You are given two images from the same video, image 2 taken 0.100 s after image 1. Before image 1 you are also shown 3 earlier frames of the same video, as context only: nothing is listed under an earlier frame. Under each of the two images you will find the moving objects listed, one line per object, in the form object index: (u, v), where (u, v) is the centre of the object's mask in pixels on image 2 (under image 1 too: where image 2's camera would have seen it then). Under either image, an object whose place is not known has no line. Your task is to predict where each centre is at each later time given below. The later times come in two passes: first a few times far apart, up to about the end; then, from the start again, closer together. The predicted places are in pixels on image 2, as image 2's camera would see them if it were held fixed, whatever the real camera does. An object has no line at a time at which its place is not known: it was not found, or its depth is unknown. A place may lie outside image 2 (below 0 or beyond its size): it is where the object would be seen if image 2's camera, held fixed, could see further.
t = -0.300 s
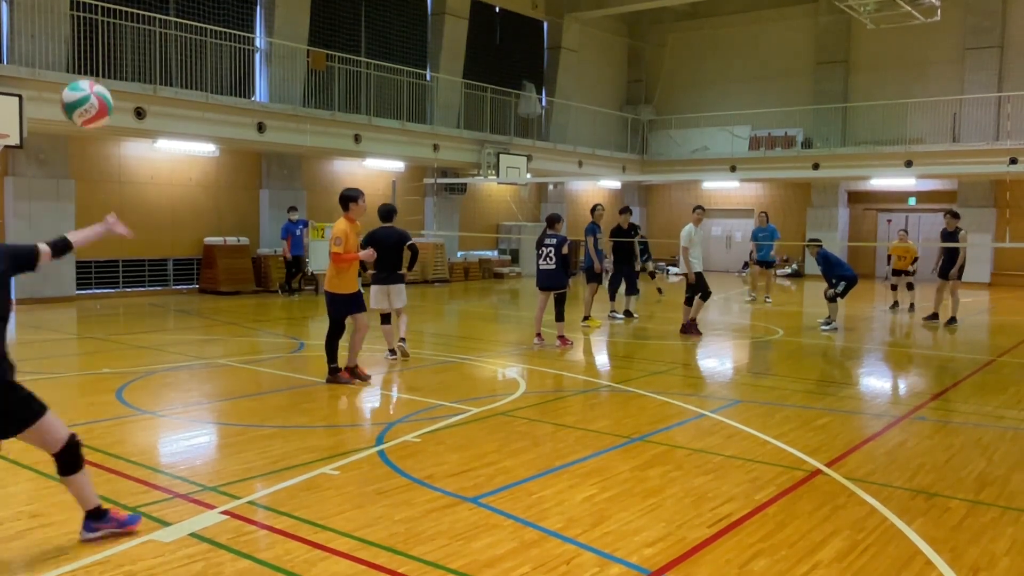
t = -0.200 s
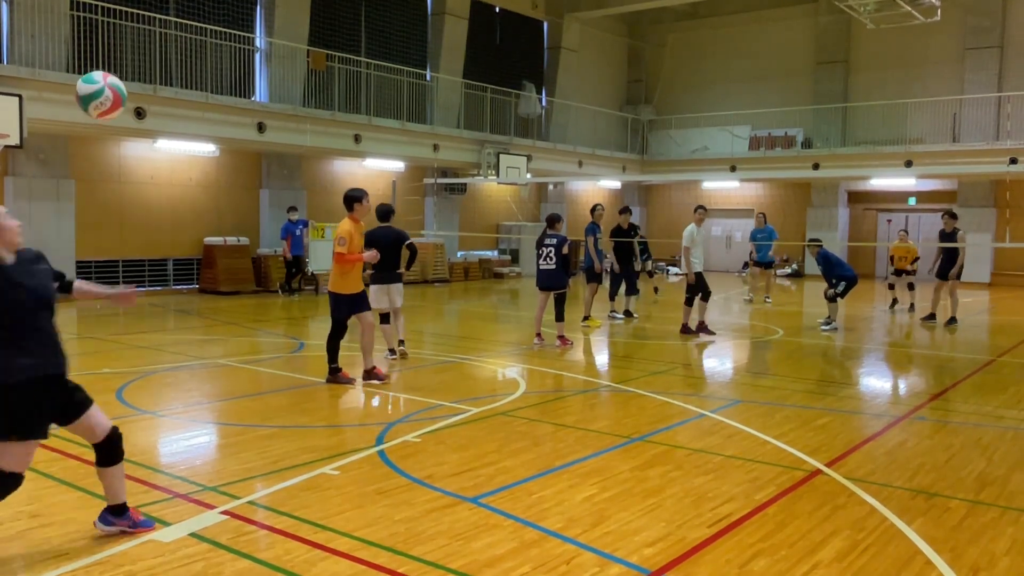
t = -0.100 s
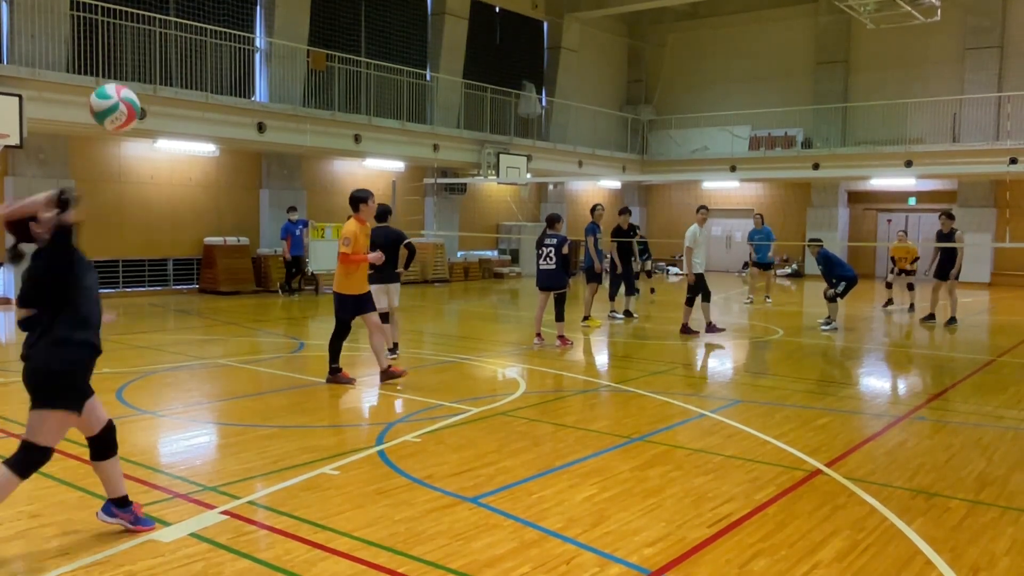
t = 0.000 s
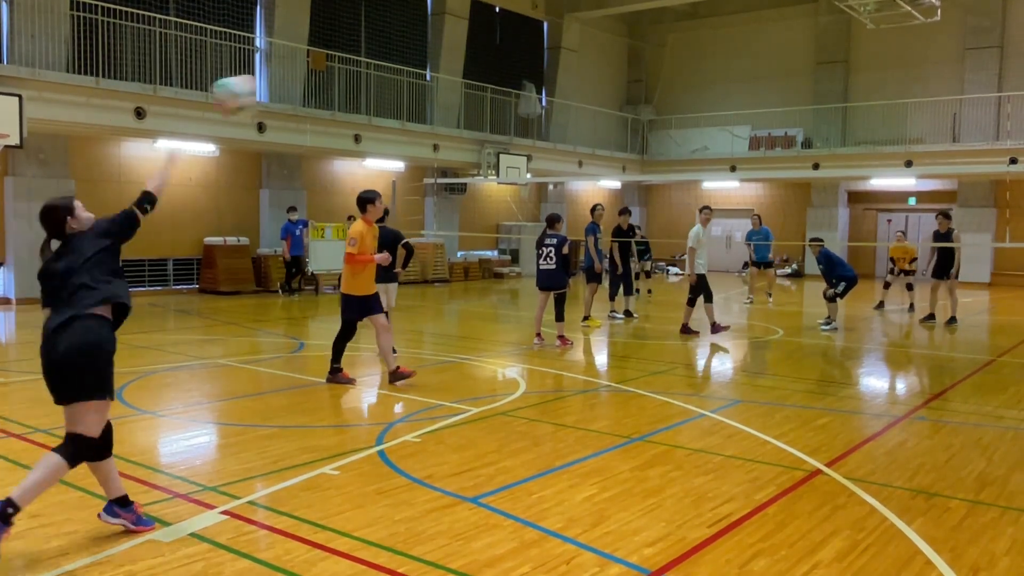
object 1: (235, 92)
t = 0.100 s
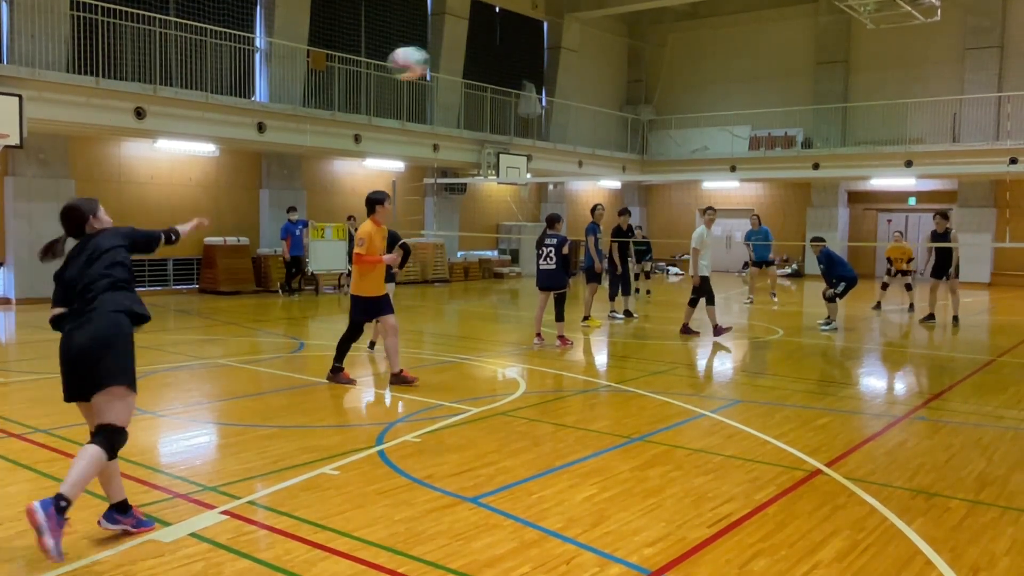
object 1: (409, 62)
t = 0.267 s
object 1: (566, 54)
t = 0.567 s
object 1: (696, 106)
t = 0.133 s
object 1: (450, 58)
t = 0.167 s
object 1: (484, 54)
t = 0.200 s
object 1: (515, 53)
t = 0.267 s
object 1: (566, 54)
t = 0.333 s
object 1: (606, 61)
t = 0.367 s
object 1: (622, 66)
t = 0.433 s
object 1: (651, 78)
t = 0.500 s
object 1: (676, 92)
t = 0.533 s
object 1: (686, 100)
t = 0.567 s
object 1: (696, 106)
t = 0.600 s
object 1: (705, 115)
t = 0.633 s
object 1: (714, 125)
